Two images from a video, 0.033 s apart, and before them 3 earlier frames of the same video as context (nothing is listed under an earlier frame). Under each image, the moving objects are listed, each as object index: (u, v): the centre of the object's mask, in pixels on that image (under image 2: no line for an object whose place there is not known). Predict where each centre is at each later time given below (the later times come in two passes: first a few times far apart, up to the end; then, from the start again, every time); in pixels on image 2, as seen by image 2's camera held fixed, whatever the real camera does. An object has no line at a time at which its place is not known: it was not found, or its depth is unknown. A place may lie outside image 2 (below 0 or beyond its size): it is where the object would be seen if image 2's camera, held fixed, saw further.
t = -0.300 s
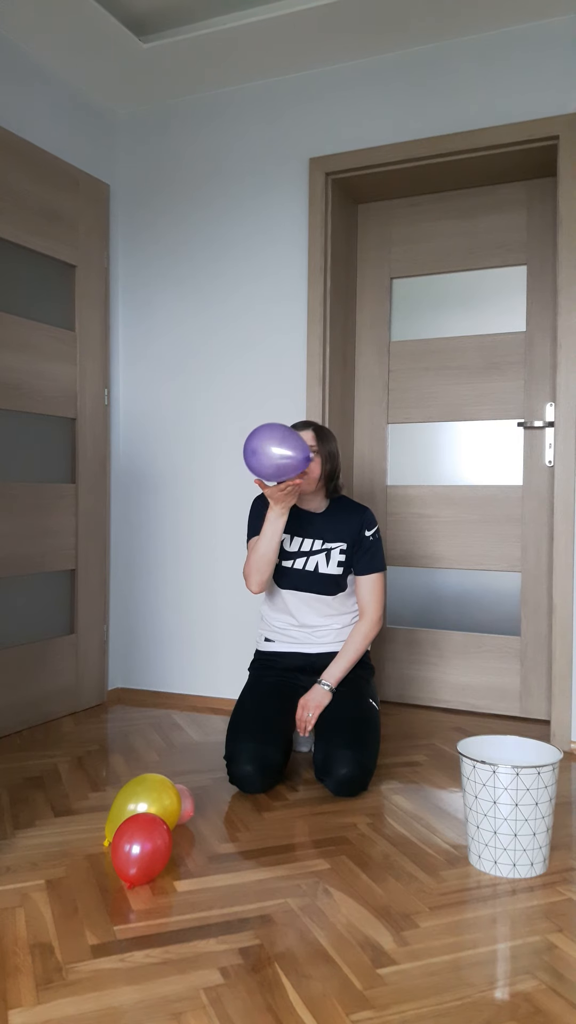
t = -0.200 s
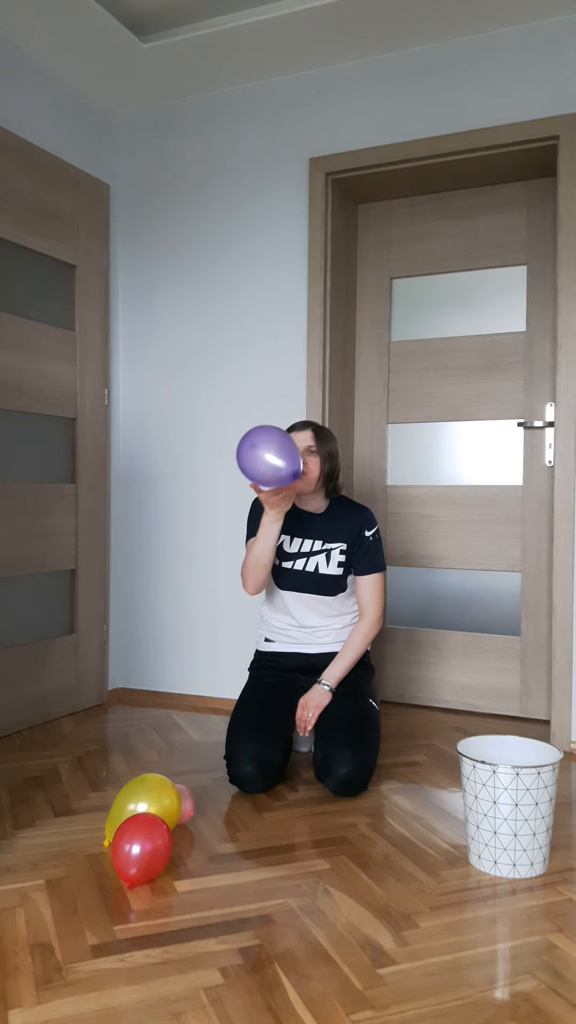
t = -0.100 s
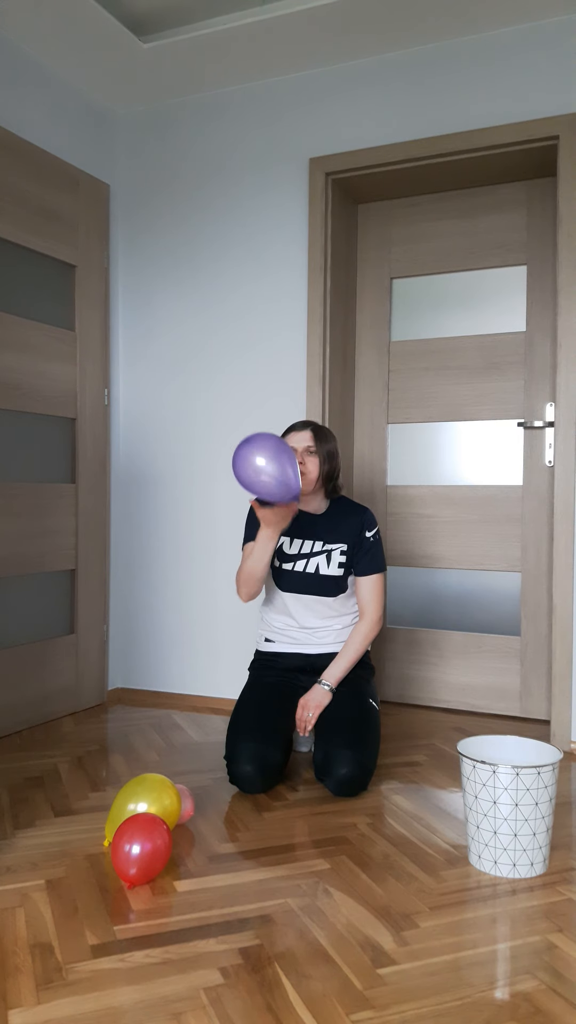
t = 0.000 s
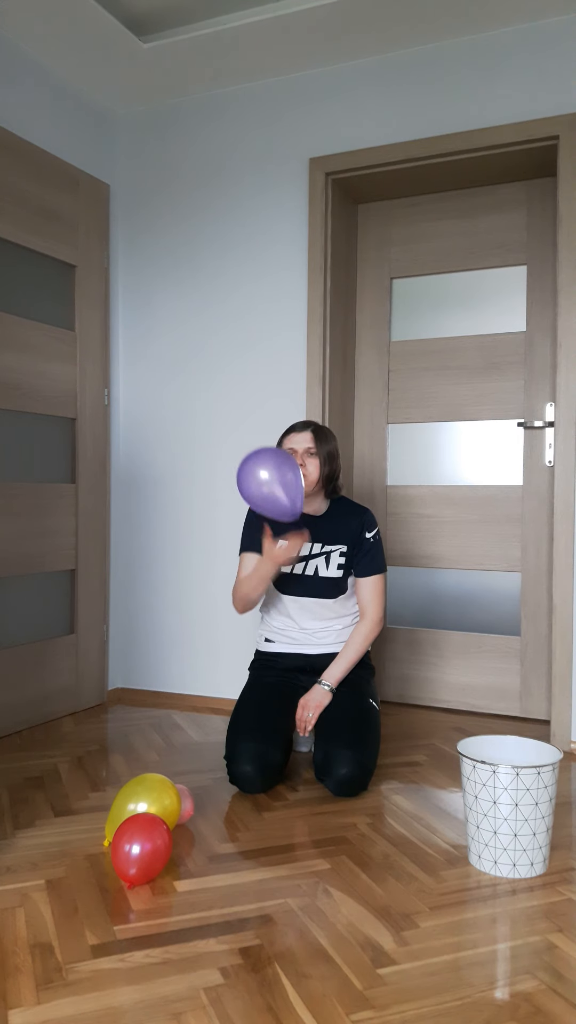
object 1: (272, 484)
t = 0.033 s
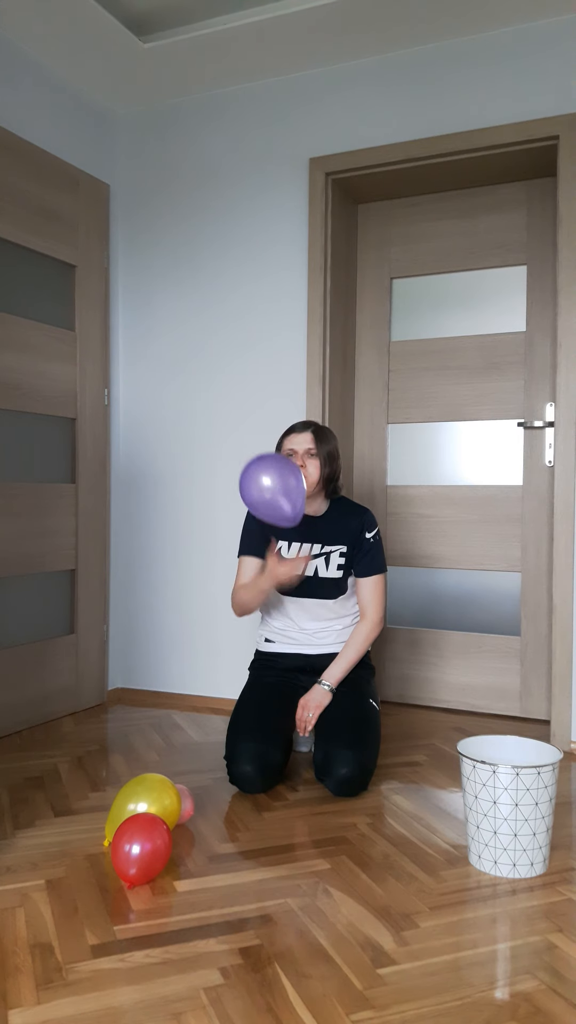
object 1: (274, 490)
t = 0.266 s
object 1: (284, 534)
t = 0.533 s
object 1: (269, 597)
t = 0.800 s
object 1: (247, 670)
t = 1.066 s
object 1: (238, 762)
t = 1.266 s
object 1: (238, 828)
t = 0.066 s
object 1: (276, 496)
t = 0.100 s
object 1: (278, 502)
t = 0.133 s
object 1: (280, 508)
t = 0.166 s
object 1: (282, 514)
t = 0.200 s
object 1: (283, 520)
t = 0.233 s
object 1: (283, 527)
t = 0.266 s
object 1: (284, 534)
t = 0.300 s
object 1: (283, 541)
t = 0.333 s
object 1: (283, 548)
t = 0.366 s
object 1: (282, 556)
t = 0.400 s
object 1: (280, 563)
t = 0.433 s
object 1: (278, 571)
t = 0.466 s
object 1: (275, 580)
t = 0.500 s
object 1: (272, 589)
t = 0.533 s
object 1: (269, 597)
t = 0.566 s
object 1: (265, 605)
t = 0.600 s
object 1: (263, 613)
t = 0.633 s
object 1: (259, 623)
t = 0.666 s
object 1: (256, 632)
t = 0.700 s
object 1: (253, 641)
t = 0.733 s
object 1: (251, 650)
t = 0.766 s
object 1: (249, 660)
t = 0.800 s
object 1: (247, 670)
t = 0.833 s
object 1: (245, 680)
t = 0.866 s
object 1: (244, 690)
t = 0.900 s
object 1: (243, 701)
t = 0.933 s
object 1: (242, 712)
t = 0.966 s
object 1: (240, 724)
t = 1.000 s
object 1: (240, 736)
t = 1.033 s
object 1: (239, 748)
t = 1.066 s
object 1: (238, 762)
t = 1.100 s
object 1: (237, 776)
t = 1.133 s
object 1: (237, 789)
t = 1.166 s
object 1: (237, 804)
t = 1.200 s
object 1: (238, 819)
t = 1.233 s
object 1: (239, 834)
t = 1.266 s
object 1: (238, 828)
